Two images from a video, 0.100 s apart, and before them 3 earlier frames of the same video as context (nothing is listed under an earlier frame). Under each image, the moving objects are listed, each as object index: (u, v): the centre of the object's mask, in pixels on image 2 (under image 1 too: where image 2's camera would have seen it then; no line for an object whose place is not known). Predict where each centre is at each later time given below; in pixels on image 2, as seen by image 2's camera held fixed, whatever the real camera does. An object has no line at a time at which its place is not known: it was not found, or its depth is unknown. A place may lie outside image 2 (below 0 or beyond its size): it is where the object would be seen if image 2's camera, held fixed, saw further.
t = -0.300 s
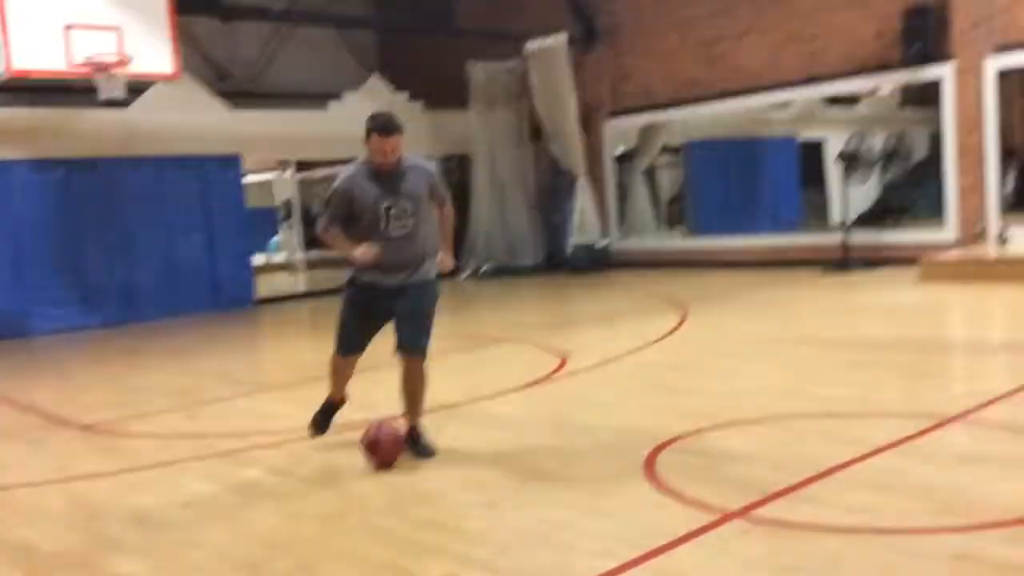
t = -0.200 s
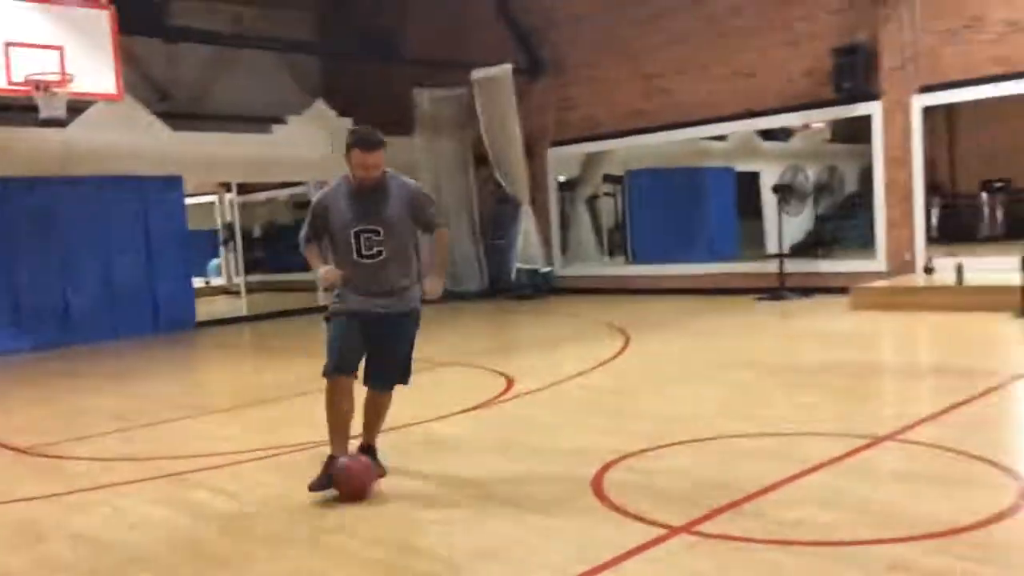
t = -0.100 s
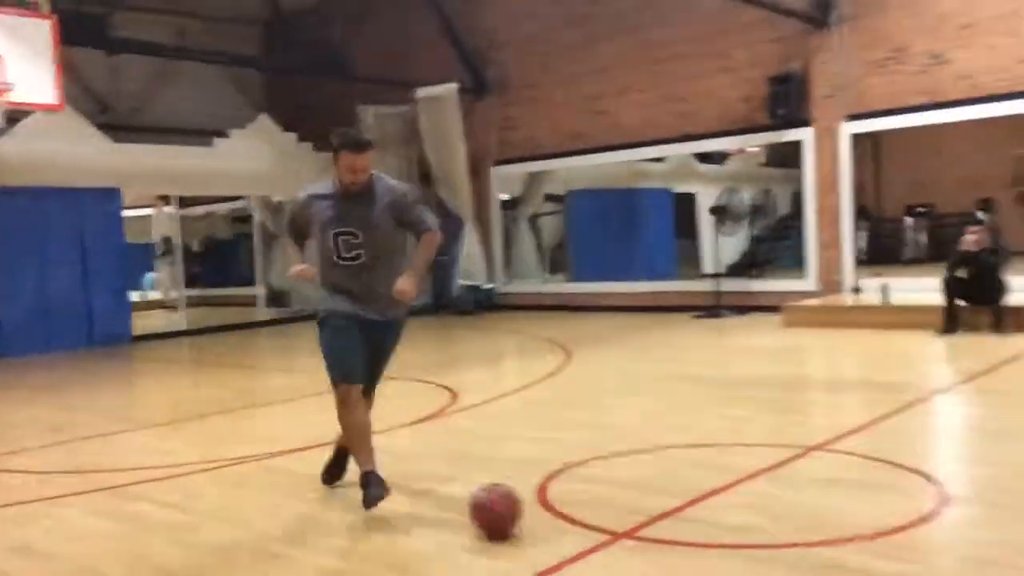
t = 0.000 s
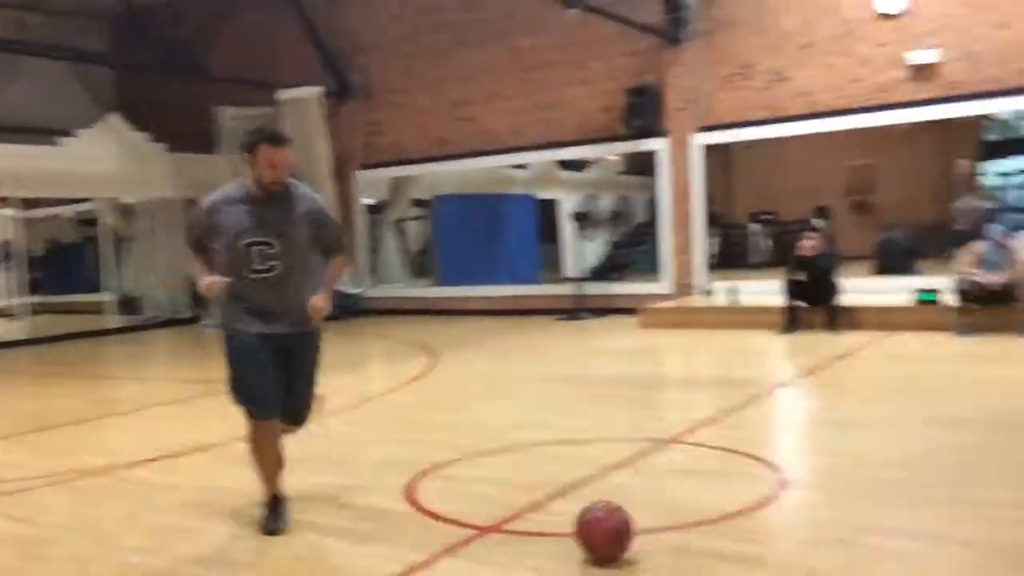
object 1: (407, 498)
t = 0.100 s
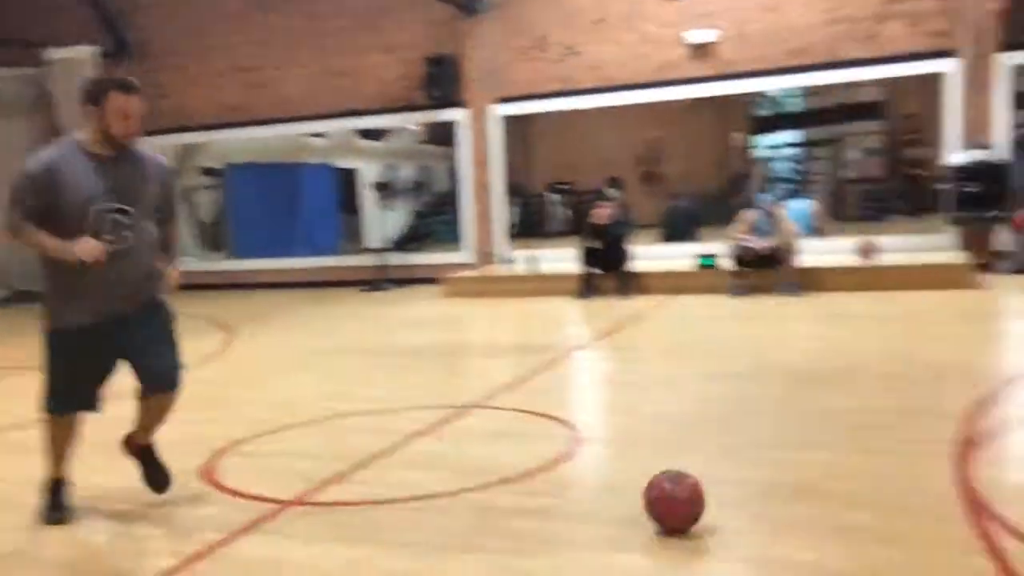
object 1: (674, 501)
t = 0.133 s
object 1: (766, 501)
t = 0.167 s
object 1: (863, 504)
